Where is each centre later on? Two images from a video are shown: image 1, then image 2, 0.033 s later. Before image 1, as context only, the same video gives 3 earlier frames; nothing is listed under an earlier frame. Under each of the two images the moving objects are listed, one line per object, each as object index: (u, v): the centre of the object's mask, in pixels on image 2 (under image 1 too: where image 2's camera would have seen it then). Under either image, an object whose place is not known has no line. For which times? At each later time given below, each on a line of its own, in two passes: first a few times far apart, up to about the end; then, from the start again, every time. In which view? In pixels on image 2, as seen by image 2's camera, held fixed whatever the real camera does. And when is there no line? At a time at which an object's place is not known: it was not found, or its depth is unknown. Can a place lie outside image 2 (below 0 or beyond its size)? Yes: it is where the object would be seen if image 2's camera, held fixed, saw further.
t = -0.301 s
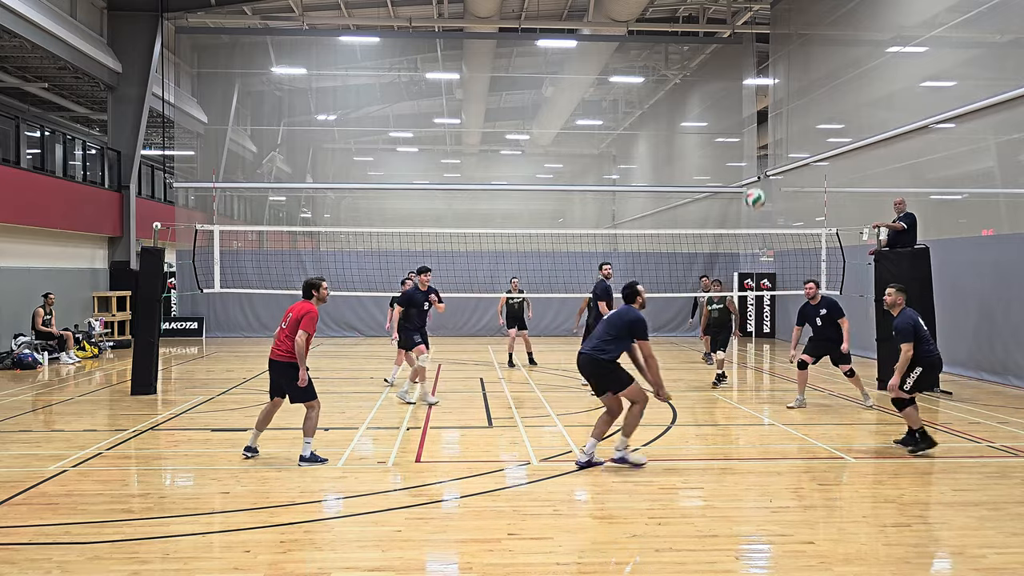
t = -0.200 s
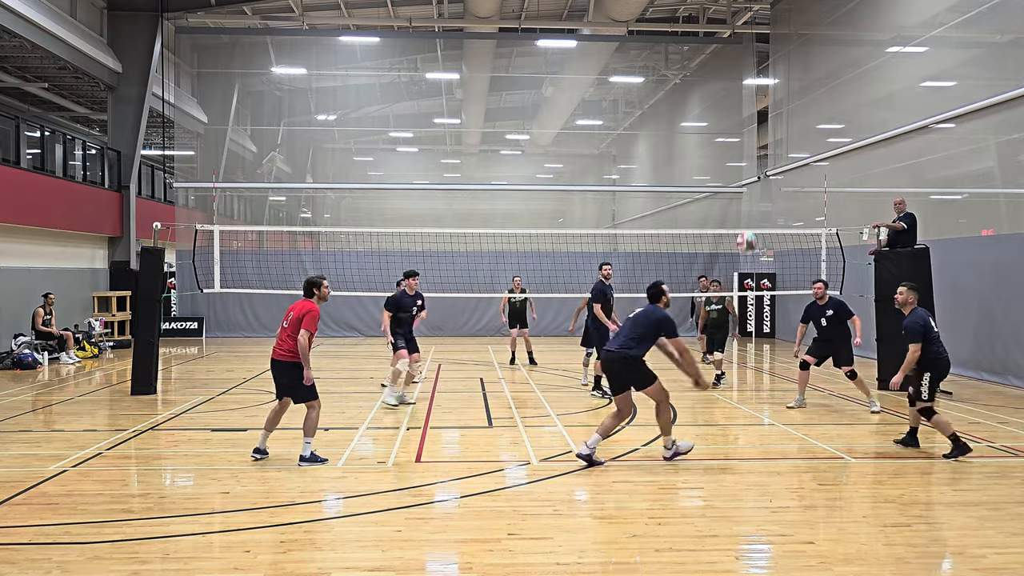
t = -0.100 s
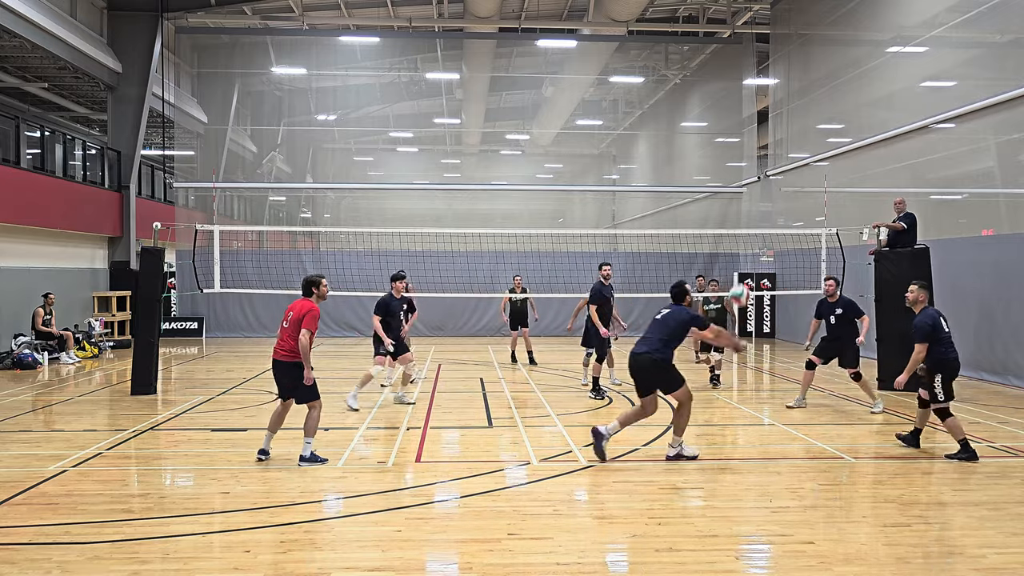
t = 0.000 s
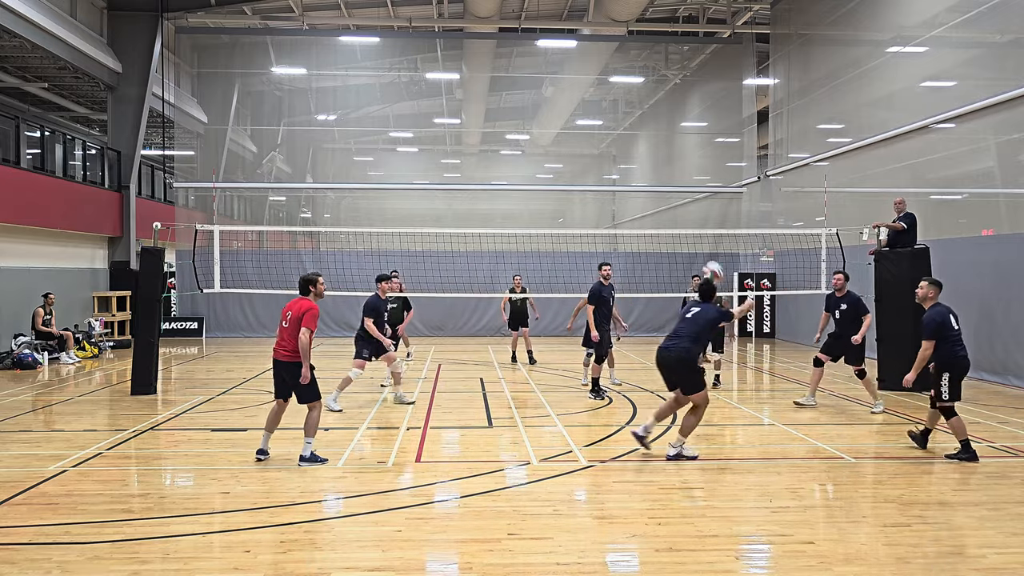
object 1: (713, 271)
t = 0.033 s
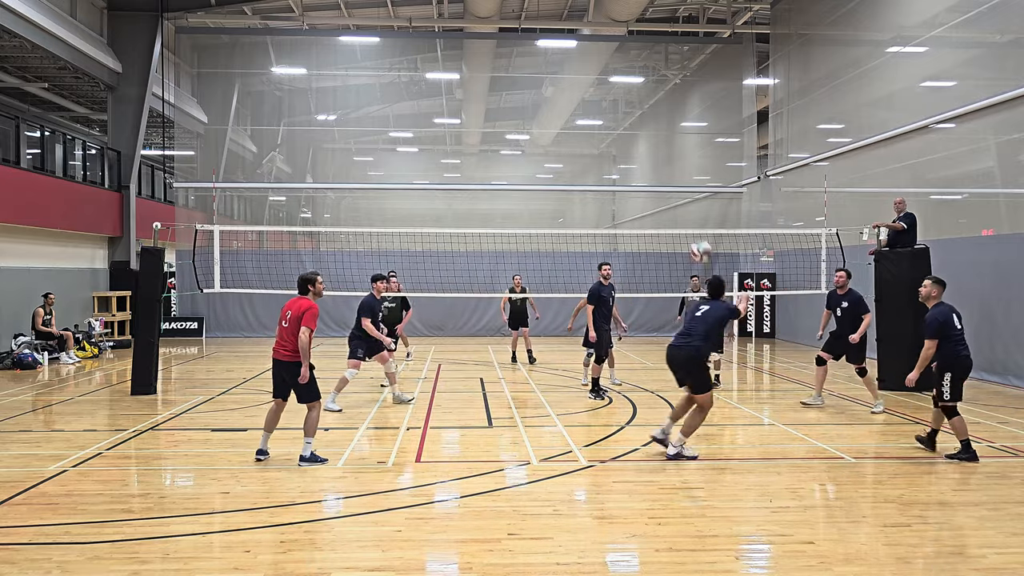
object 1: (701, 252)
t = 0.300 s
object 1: (612, 129)
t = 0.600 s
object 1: (528, 86)
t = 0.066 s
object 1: (689, 231)
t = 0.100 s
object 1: (677, 211)
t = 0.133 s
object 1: (666, 194)
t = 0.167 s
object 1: (655, 178)
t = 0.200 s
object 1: (644, 164)
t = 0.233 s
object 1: (633, 152)
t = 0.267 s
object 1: (623, 140)
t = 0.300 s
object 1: (612, 129)
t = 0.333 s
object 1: (603, 120)
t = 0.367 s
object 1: (593, 112)
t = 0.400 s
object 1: (583, 105)
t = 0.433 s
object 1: (573, 99)
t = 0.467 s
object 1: (563, 95)
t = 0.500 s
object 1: (554, 91)
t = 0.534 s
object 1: (545, 88)
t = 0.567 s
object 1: (536, 87)
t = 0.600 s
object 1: (528, 86)
